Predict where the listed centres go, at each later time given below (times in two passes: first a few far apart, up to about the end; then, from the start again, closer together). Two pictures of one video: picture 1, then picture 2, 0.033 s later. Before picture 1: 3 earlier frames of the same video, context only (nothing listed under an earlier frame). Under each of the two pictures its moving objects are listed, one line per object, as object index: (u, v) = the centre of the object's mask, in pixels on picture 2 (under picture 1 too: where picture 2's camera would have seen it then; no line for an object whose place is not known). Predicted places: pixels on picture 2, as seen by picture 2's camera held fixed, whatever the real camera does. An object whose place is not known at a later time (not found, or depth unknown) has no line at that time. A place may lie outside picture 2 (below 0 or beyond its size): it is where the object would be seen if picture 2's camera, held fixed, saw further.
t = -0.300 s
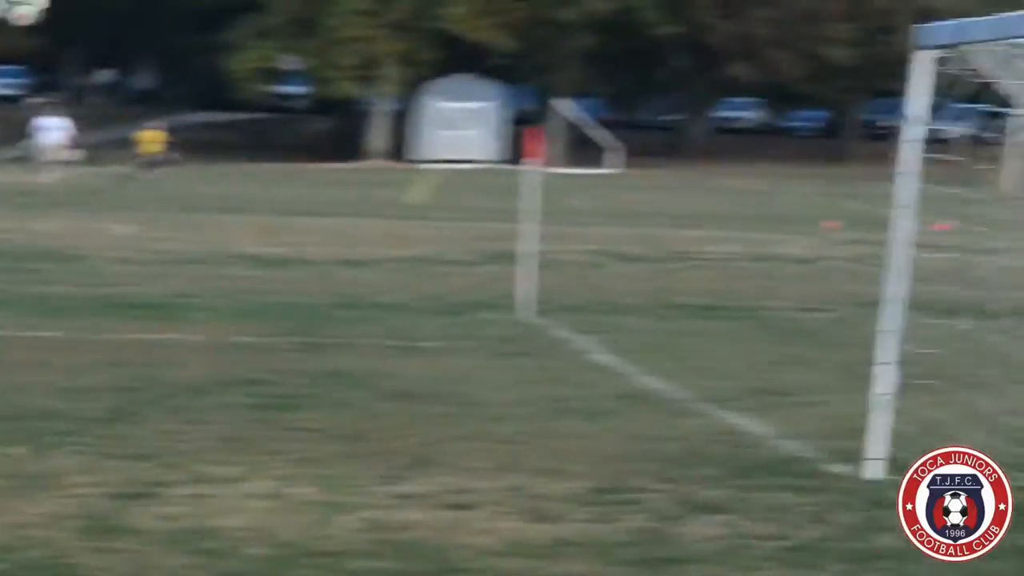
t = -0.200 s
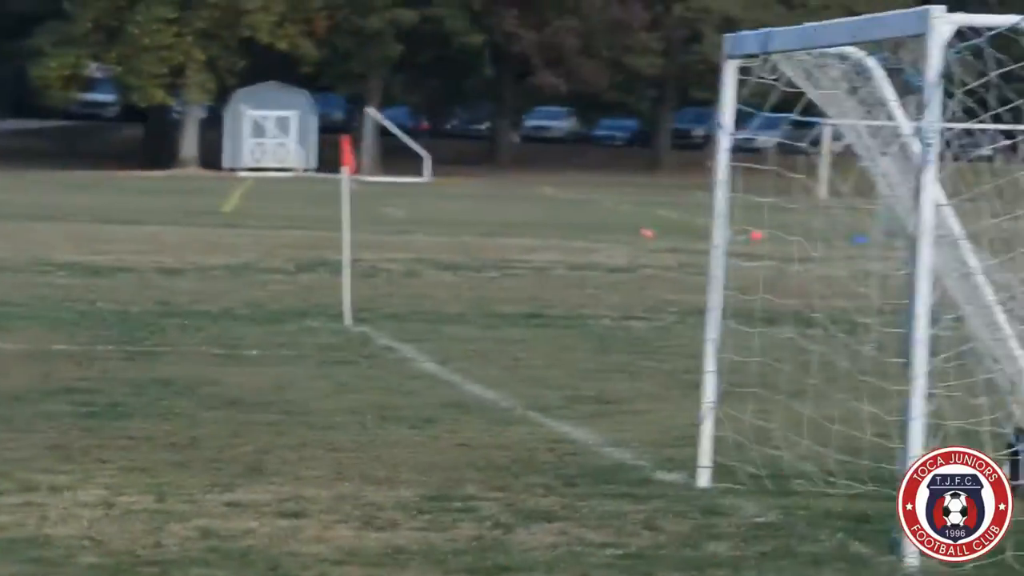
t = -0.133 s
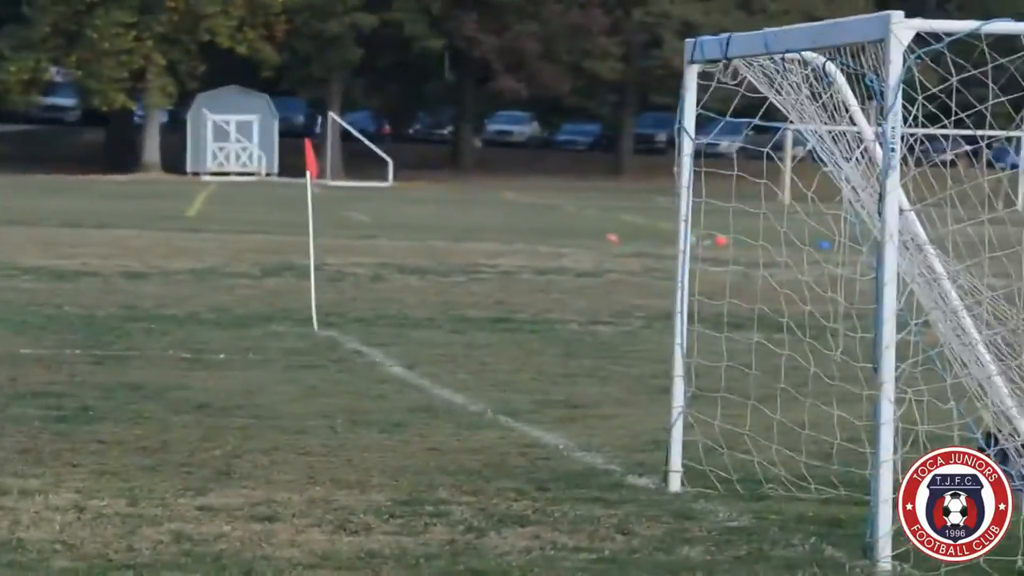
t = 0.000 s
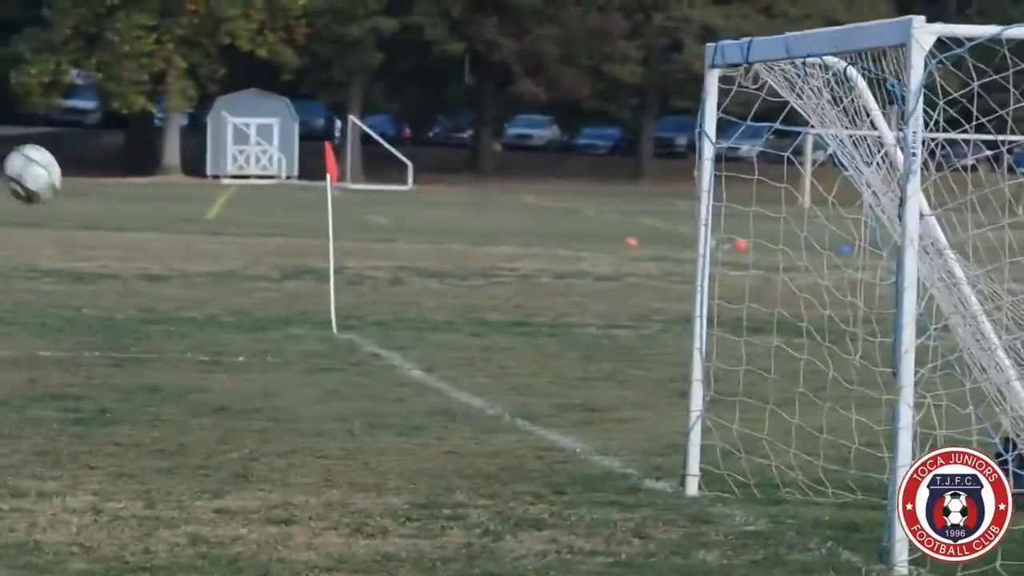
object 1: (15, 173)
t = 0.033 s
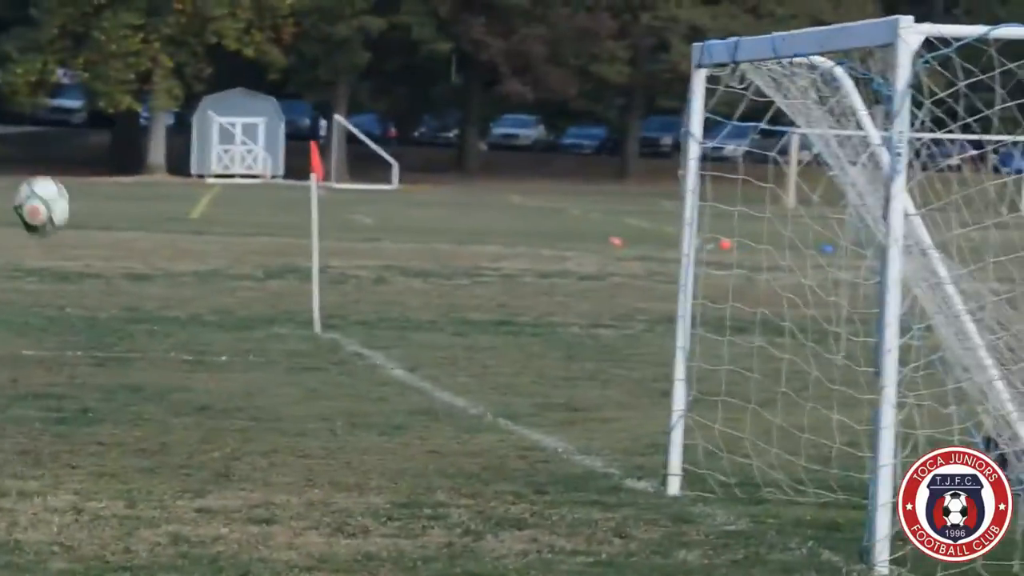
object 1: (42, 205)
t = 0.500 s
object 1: (344, 337)
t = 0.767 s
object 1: (493, 276)
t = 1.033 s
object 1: (634, 399)
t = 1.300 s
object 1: (785, 486)
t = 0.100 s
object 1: (91, 281)
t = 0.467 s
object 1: (327, 358)
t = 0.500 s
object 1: (344, 337)
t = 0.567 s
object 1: (381, 305)
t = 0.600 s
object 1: (399, 292)
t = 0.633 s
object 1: (418, 284)
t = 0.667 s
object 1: (437, 277)
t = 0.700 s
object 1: (456, 274)
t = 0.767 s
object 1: (493, 276)
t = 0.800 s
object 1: (511, 281)
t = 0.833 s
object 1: (526, 288)
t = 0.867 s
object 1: (543, 299)
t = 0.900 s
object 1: (561, 312)
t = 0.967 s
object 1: (597, 349)
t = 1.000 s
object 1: (616, 372)
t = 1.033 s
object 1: (634, 399)
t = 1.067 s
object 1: (649, 430)
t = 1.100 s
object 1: (667, 464)
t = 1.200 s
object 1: (720, 545)
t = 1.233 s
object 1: (741, 524)
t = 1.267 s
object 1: (763, 504)
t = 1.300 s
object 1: (785, 486)
